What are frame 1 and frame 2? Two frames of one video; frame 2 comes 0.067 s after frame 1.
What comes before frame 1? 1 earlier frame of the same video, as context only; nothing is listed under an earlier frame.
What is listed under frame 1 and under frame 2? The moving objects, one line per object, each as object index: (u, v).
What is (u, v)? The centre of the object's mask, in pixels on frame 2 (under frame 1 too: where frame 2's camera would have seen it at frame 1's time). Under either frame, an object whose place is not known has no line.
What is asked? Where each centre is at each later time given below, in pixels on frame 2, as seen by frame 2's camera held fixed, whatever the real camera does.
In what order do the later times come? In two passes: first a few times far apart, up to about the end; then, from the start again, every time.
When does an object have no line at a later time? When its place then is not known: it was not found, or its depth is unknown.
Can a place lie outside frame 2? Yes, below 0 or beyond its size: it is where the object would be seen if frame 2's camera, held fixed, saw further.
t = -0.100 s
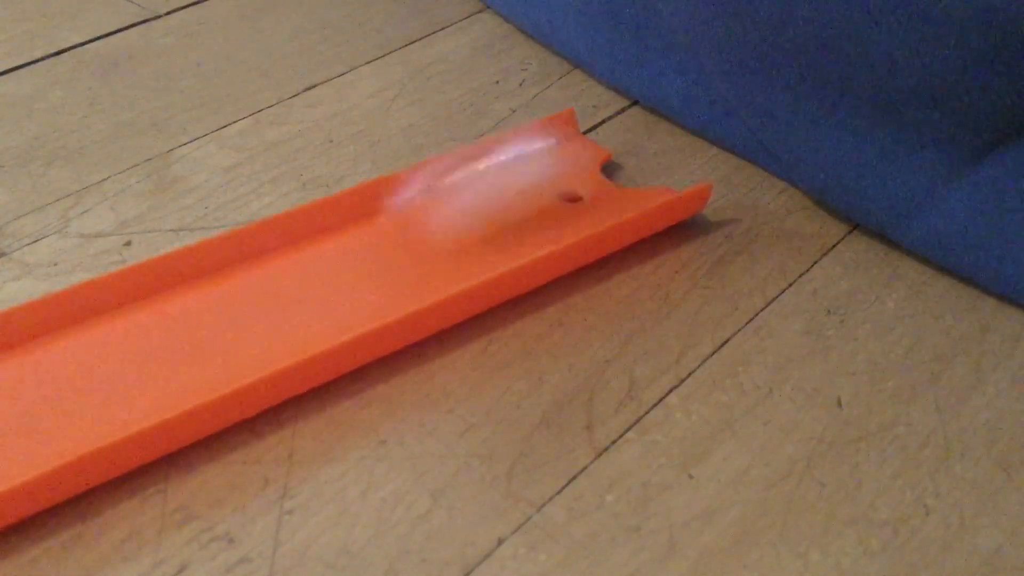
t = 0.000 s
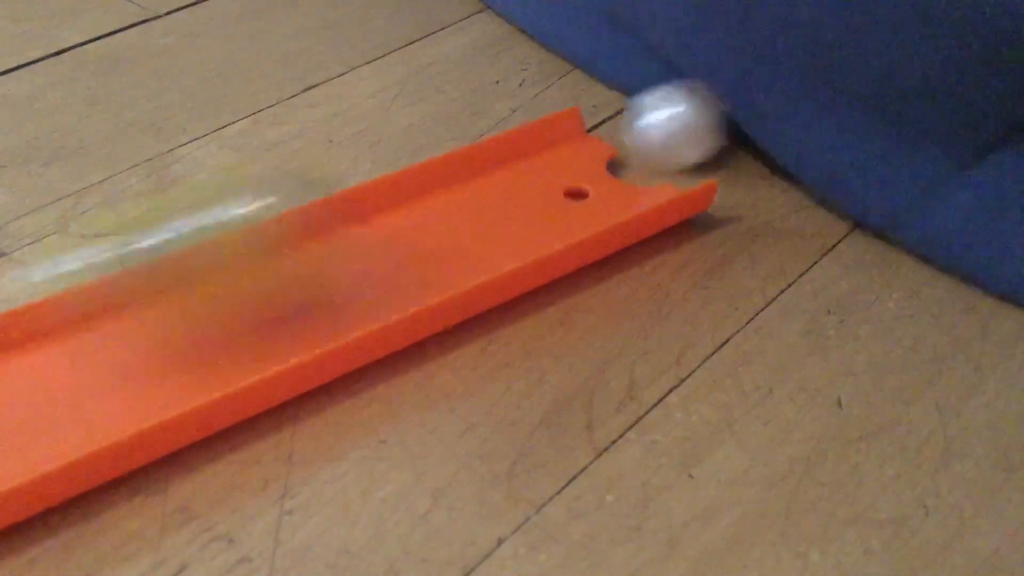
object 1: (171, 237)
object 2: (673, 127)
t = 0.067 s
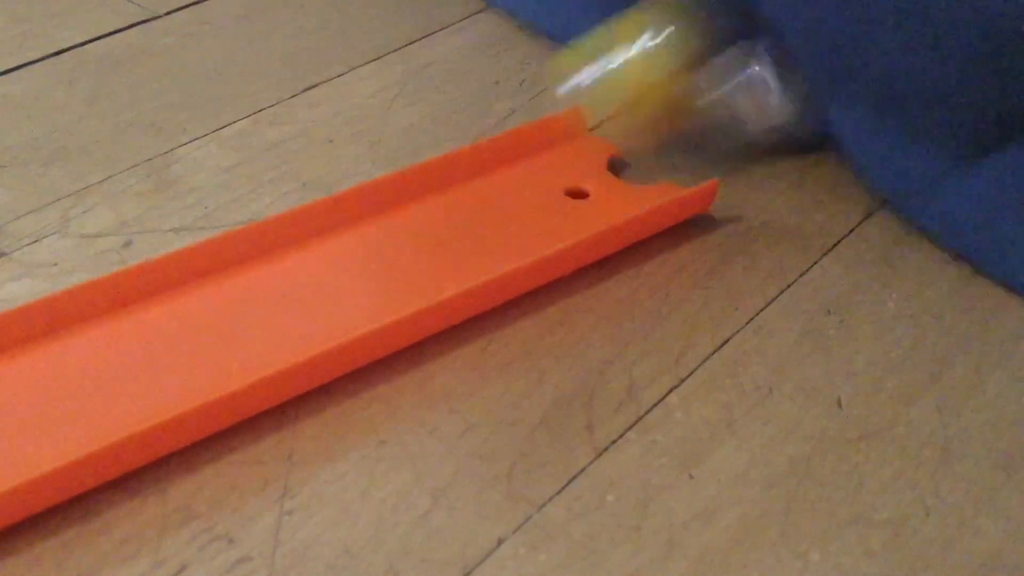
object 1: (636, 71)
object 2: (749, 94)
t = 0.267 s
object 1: (643, 84)
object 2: (741, 163)
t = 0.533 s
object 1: (640, 83)
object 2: (773, 185)
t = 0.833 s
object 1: (640, 82)
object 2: (770, 184)
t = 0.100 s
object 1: (693, 42)
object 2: (773, 112)
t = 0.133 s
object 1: (646, 74)
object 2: (745, 136)
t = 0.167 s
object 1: (655, 78)
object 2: (734, 150)
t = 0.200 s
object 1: (652, 81)
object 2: (727, 157)
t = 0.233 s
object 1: (645, 83)
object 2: (733, 158)
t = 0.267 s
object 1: (643, 84)
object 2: (741, 163)
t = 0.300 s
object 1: (643, 83)
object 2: (746, 167)
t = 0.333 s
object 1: (642, 83)
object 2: (752, 172)
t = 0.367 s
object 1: (642, 83)
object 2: (756, 175)
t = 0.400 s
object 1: (641, 82)
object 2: (760, 177)
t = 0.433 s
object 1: (641, 82)
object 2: (763, 180)
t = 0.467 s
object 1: (640, 83)
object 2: (768, 182)
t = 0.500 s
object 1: (641, 82)
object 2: (770, 184)
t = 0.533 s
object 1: (640, 83)
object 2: (773, 185)
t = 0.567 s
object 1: (641, 82)
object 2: (776, 186)
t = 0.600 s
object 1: (640, 83)
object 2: (778, 188)
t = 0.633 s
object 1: (641, 82)
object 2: (778, 188)
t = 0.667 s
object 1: (641, 82)
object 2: (778, 188)
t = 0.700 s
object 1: (640, 83)
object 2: (777, 188)
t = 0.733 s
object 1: (640, 83)
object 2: (777, 187)
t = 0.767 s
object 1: (640, 82)
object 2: (774, 186)
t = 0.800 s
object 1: (640, 82)
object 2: (773, 185)
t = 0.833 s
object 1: (640, 82)
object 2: (770, 184)
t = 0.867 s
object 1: (640, 82)
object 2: (769, 183)
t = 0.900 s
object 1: (640, 82)
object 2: (766, 182)
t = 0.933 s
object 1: (641, 82)
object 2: (766, 181)
